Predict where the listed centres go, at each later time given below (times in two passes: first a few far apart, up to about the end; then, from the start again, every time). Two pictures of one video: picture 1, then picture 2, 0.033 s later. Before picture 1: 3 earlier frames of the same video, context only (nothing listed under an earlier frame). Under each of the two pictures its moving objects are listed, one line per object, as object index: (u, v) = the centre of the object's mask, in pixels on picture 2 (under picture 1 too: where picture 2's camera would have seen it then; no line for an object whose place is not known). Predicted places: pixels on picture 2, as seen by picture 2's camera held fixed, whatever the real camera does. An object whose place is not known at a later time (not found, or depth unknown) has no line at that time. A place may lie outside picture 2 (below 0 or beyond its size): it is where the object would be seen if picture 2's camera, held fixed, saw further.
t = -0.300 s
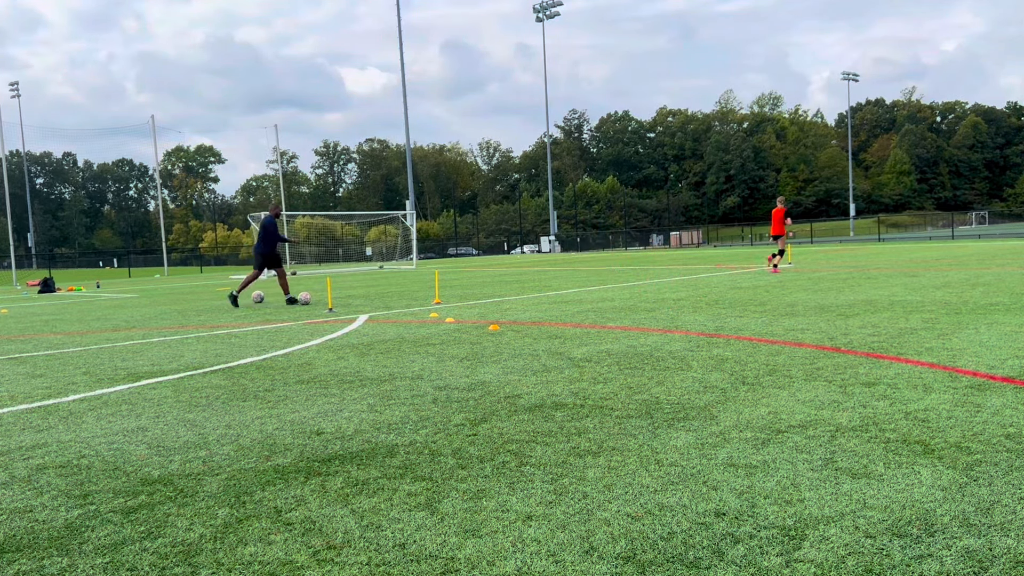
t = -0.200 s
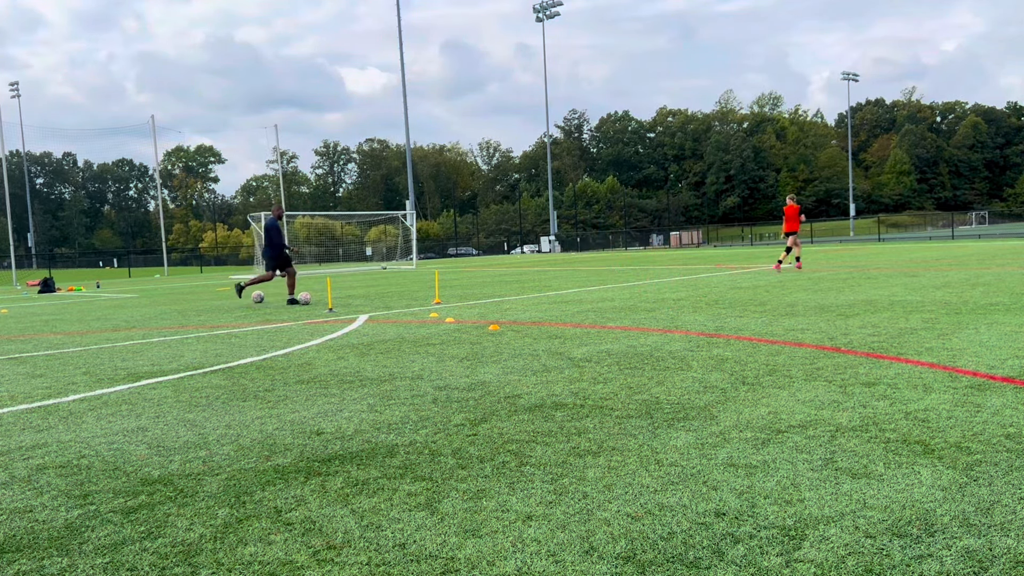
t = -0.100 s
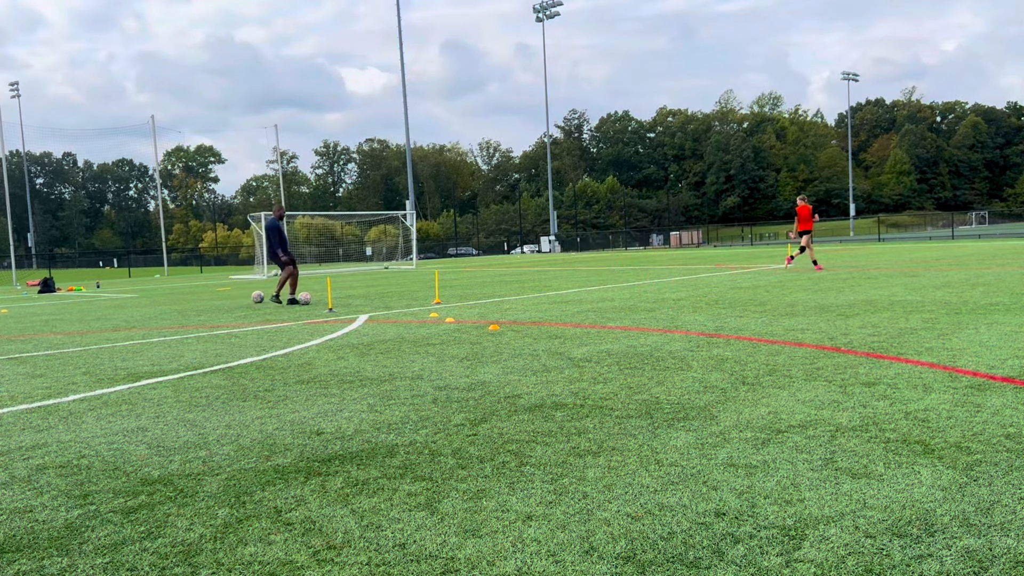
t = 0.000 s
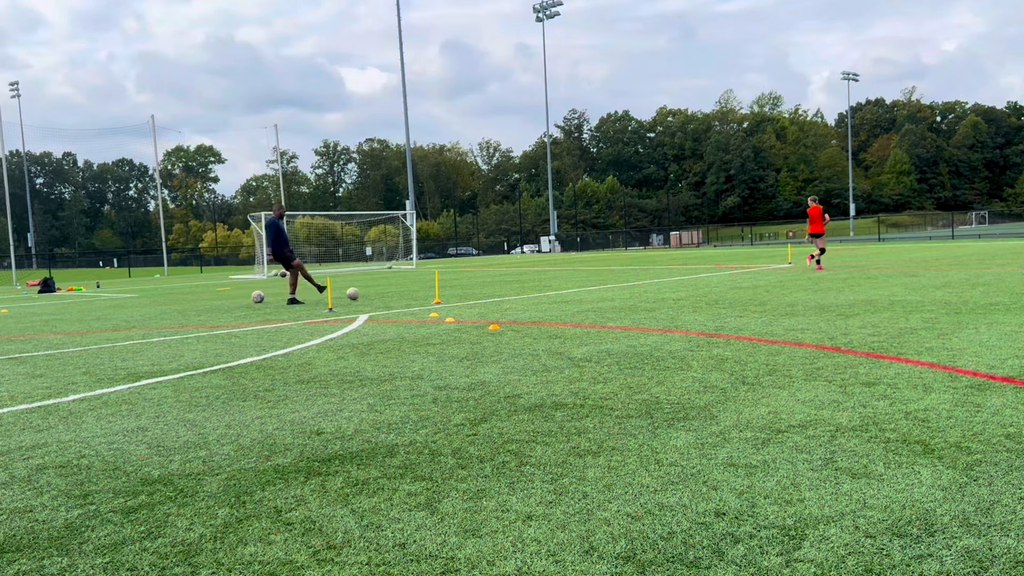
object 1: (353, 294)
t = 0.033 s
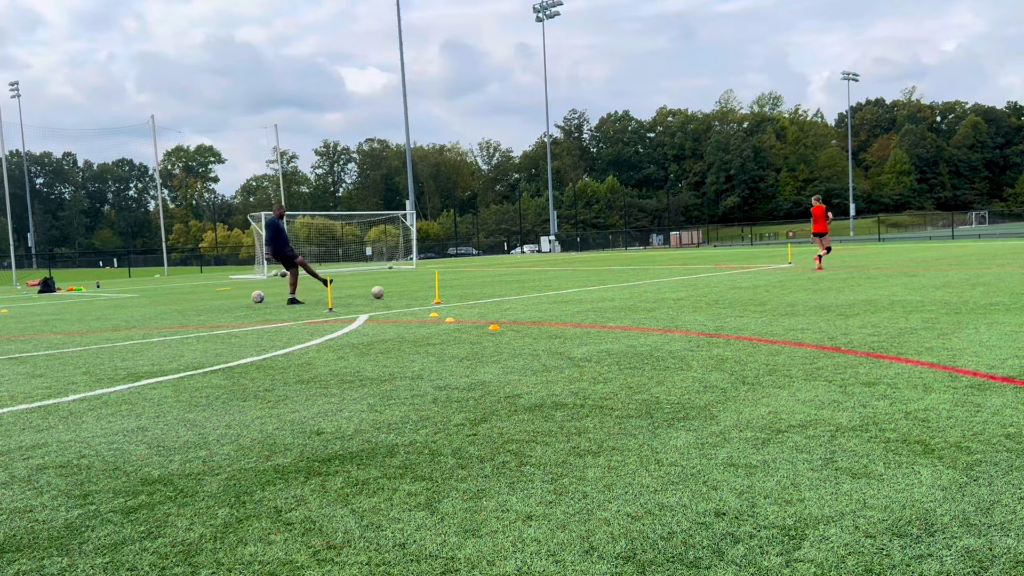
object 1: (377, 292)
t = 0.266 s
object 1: (517, 281)
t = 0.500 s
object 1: (620, 275)
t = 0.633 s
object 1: (666, 271)
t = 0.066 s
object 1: (401, 292)
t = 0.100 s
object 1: (423, 289)
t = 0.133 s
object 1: (444, 288)
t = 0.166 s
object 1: (464, 287)
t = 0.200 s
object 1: (483, 285)
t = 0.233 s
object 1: (500, 283)
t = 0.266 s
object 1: (517, 281)
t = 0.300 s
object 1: (534, 280)
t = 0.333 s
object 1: (550, 280)
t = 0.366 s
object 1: (565, 279)
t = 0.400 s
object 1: (580, 278)
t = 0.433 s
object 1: (593, 277)
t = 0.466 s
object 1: (607, 276)
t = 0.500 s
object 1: (620, 275)
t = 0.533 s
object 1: (632, 274)
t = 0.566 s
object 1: (644, 273)
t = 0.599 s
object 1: (655, 273)
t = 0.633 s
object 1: (666, 271)
